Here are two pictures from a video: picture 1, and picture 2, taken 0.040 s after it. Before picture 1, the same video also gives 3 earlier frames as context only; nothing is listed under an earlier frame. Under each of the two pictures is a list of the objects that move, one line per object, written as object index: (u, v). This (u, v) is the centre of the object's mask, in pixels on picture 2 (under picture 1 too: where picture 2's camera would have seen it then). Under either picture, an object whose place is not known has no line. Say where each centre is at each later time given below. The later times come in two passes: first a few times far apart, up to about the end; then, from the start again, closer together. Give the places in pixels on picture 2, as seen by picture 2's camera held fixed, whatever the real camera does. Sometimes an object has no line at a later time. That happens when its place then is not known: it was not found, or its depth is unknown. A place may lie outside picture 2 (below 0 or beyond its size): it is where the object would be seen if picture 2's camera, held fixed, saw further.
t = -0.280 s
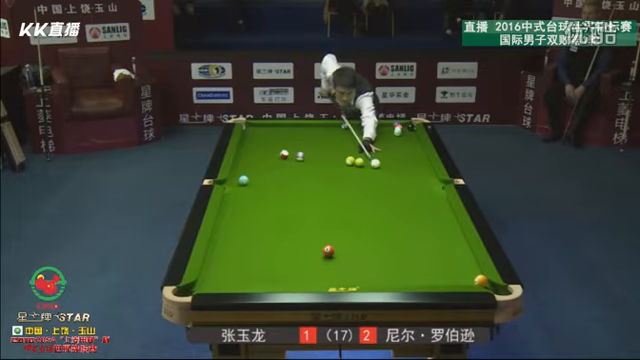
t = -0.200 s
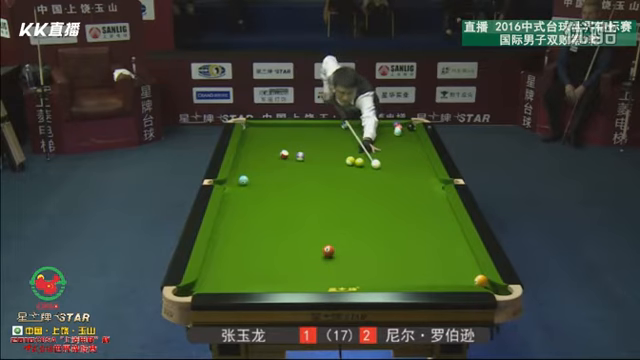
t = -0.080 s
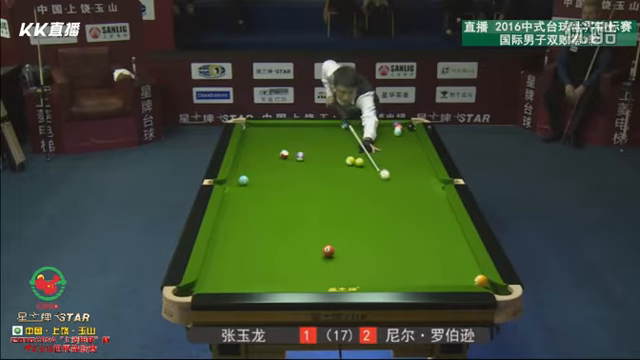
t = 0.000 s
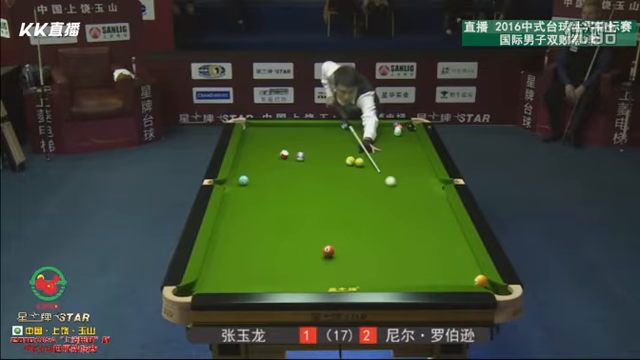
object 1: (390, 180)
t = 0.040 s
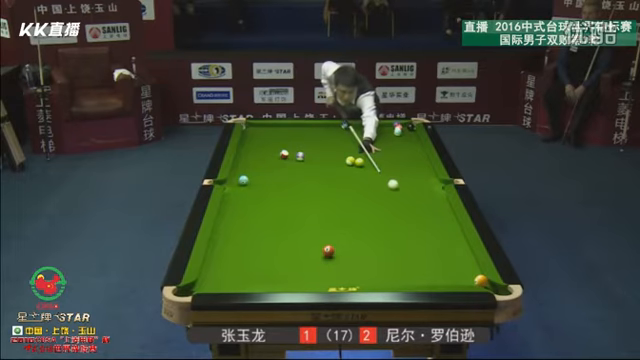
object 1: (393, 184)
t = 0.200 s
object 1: (402, 195)
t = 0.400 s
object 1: (412, 207)
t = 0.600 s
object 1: (423, 219)
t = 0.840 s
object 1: (436, 235)
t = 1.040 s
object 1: (447, 249)
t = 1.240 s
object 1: (460, 264)
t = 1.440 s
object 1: (469, 277)
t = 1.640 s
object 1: (463, 281)
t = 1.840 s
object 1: (456, 278)
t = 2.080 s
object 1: (449, 274)
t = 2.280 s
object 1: (444, 270)
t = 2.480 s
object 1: (439, 267)
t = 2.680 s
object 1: (434, 264)
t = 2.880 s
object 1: (430, 262)
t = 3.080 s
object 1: (427, 260)
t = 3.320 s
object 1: (423, 257)
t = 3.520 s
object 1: (420, 256)
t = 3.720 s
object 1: (418, 255)
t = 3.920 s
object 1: (416, 254)
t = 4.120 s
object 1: (415, 253)
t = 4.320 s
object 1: (414, 253)
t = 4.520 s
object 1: (414, 253)
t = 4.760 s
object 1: (413, 253)
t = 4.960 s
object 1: (414, 253)
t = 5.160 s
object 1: (414, 253)
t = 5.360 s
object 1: (414, 253)
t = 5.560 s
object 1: (414, 253)
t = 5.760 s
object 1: (414, 253)
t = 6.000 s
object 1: (414, 253)
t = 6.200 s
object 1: (414, 253)
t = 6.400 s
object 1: (414, 253)
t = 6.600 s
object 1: (414, 253)
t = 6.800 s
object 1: (414, 253)
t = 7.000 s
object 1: (414, 253)
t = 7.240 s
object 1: (414, 253)
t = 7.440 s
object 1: (414, 253)
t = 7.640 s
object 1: (414, 253)
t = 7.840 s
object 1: (414, 253)
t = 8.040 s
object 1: (414, 253)
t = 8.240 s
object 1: (414, 253)
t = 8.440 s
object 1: (414, 253)
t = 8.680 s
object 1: (414, 253)
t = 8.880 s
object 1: (414, 253)
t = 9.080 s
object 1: (414, 253)
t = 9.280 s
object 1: (414, 253)
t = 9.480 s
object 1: (414, 253)
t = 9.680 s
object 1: (414, 253)
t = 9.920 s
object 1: (414, 253)
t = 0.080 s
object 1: (395, 186)
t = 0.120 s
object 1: (398, 190)
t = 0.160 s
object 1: (400, 192)
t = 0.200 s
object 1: (402, 195)
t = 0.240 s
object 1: (404, 197)
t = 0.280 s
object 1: (406, 200)
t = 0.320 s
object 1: (408, 202)
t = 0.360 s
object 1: (410, 204)
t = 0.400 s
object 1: (412, 207)
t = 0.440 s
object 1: (414, 209)
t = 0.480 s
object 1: (416, 212)
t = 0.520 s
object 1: (418, 214)
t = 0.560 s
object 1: (420, 217)
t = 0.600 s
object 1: (423, 219)
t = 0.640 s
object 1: (425, 222)
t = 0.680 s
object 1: (427, 224)
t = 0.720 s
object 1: (429, 227)
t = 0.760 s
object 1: (431, 230)
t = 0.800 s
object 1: (433, 232)
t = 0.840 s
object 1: (436, 235)
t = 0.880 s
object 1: (438, 238)
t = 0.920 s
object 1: (440, 241)
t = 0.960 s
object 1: (443, 243)
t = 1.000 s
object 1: (445, 246)
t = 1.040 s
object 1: (447, 249)
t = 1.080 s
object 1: (450, 252)
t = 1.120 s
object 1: (452, 255)
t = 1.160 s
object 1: (455, 258)
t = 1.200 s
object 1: (457, 261)
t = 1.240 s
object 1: (460, 264)
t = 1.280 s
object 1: (463, 267)
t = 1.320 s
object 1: (465, 270)
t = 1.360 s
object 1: (468, 273)
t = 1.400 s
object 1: (469, 276)
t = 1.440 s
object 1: (469, 277)
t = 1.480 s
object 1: (467, 279)
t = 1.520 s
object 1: (466, 280)
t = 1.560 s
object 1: (465, 281)
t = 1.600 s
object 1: (465, 282)
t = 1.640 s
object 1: (463, 281)
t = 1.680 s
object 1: (462, 280)
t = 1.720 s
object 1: (460, 280)
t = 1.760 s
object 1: (459, 279)
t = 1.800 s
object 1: (457, 278)
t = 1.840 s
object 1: (456, 278)
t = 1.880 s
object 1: (455, 277)
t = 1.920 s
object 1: (454, 277)
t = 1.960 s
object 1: (453, 276)
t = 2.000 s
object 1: (451, 275)
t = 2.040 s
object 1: (450, 274)
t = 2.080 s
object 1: (449, 274)
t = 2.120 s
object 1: (448, 273)
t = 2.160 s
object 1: (447, 272)
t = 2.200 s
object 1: (446, 272)
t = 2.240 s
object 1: (445, 271)
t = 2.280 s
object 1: (444, 270)
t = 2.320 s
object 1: (443, 270)
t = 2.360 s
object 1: (442, 269)
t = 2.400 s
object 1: (441, 269)
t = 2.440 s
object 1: (440, 268)
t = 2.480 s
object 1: (439, 267)
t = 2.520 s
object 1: (438, 267)
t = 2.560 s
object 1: (437, 266)
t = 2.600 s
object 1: (436, 265)
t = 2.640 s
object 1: (435, 265)
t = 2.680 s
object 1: (434, 264)
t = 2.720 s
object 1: (433, 264)
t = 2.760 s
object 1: (432, 264)
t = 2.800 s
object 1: (431, 263)
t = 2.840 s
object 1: (431, 263)
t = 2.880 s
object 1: (430, 262)
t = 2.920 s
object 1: (429, 262)
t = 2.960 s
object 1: (429, 261)
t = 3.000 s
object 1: (428, 261)
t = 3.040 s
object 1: (427, 260)
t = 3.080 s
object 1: (427, 260)
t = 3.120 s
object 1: (426, 259)
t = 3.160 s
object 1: (425, 259)
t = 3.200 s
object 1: (425, 259)
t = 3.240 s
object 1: (424, 258)
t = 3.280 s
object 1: (423, 258)
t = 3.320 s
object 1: (423, 257)
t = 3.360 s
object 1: (422, 257)
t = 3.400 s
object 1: (422, 257)
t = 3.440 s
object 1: (421, 257)
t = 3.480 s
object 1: (421, 256)
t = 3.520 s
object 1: (420, 256)
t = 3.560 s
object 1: (420, 256)
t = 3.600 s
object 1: (419, 256)
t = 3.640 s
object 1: (419, 255)
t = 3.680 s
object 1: (419, 255)
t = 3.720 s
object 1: (418, 255)
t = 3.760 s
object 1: (418, 255)
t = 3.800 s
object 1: (417, 255)
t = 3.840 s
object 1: (417, 254)
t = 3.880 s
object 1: (417, 254)
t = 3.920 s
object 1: (416, 254)
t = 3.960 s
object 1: (416, 254)
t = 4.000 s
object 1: (416, 253)
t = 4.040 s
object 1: (415, 254)
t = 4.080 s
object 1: (415, 253)
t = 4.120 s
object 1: (415, 253)
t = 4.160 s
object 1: (415, 253)
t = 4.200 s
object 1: (415, 253)
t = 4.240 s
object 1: (414, 253)
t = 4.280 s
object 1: (414, 253)
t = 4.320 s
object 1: (414, 253)
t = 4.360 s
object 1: (414, 253)
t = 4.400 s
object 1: (414, 253)
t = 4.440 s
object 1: (414, 253)
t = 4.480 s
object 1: (413, 253)
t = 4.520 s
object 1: (414, 253)
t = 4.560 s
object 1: (413, 253)
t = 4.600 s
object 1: (414, 253)
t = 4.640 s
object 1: (414, 253)
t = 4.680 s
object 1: (414, 253)
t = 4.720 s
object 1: (414, 253)
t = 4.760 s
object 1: (413, 253)
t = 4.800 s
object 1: (414, 253)
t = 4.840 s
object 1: (414, 253)
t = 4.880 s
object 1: (414, 253)
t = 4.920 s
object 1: (414, 253)
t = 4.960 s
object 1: (414, 253)
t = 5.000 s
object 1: (414, 253)
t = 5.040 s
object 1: (414, 253)
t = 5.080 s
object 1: (414, 253)
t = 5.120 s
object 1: (414, 253)
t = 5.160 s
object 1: (414, 253)
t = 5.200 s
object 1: (414, 253)
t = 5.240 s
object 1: (414, 253)
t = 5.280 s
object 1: (414, 253)
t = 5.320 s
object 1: (414, 253)
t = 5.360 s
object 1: (414, 253)
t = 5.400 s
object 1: (414, 253)
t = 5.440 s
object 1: (414, 253)
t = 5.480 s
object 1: (414, 253)
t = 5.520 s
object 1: (414, 253)
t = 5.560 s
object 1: (414, 253)
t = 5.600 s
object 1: (414, 253)
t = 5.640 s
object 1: (414, 253)
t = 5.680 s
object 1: (414, 253)
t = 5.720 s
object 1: (414, 253)
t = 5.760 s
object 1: (414, 253)
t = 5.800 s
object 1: (414, 253)
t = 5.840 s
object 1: (414, 253)
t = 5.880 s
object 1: (414, 253)
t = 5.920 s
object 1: (414, 253)
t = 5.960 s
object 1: (414, 253)
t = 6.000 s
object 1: (414, 253)
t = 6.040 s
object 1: (414, 253)
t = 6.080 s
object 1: (414, 253)
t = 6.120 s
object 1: (414, 253)
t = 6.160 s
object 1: (414, 253)
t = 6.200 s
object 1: (414, 253)
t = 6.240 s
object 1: (414, 253)
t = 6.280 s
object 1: (414, 253)
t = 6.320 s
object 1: (414, 253)
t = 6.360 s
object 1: (414, 253)
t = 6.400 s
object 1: (414, 253)
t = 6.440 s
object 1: (414, 253)
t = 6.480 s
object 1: (414, 253)
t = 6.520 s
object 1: (414, 253)
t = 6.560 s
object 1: (414, 253)
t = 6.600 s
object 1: (414, 253)
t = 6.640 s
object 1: (414, 253)
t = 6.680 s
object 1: (414, 253)
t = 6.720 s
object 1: (414, 253)
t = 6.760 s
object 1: (414, 253)
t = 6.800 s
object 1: (414, 253)
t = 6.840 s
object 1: (414, 253)
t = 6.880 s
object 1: (414, 253)
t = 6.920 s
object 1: (414, 253)
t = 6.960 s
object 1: (414, 253)
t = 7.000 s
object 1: (414, 253)
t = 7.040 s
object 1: (414, 253)
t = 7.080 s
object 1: (414, 253)
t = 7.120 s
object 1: (414, 253)
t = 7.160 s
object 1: (414, 253)
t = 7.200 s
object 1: (414, 253)
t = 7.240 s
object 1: (414, 253)
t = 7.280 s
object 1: (414, 253)
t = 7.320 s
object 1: (414, 253)
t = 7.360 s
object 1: (414, 253)
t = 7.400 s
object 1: (414, 253)
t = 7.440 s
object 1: (414, 253)
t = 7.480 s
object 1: (414, 253)
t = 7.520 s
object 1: (414, 253)
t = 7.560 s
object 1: (414, 253)
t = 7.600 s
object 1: (414, 253)
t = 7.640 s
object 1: (414, 253)
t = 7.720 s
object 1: (413, 253)
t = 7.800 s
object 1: (414, 253)
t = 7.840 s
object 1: (414, 253)
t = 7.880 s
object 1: (414, 253)
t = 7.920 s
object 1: (414, 253)
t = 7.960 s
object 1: (414, 253)
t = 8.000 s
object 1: (414, 253)
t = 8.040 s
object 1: (414, 253)
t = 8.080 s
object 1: (414, 253)
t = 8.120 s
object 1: (414, 253)
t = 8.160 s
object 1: (414, 253)
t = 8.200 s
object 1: (414, 253)
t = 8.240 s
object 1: (414, 253)
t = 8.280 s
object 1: (414, 253)
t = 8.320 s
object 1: (414, 253)
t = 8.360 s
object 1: (414, 253)
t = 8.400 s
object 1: (414, 253)
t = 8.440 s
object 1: (414, 253)
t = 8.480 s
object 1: (414, 253)
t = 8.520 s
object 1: (414, 253)
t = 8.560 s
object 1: (414, 253)
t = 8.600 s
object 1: (414, 253)
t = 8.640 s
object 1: (414, 253)
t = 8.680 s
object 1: (414, 253)
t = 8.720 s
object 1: (414, 253)
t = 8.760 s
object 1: (414, 253)
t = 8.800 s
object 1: (414, 253)
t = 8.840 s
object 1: (414, 253)
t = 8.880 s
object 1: (414, 253)
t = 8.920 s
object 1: (414, 253)
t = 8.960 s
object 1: (414, 253)
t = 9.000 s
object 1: (414, 253)
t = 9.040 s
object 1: (414, 253)
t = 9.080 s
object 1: (414, 253)
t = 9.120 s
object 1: (414, 253)
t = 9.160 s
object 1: (414, 253)
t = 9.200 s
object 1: (414, 253)
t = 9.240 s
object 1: (414, 253)
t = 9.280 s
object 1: (414, 253)
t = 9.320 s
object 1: (414, 253)
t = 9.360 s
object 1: (414, 253)
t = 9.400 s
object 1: (414, 253)
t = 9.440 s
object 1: (414, 253)
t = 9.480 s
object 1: (414, 253)
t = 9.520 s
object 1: (414, 253)
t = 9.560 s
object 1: (414, 253)
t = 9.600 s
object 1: (414, 253)
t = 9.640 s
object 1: (414, 253)
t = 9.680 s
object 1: (414, 253)
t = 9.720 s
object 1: (414, 253)
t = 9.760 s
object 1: (414, 253)
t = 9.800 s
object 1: (414, 253)
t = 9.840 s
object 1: (414, 253)
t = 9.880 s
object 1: (414, 253)
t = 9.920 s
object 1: (414, 253)
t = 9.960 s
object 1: (414, 253)
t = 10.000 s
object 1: (414, 253)
